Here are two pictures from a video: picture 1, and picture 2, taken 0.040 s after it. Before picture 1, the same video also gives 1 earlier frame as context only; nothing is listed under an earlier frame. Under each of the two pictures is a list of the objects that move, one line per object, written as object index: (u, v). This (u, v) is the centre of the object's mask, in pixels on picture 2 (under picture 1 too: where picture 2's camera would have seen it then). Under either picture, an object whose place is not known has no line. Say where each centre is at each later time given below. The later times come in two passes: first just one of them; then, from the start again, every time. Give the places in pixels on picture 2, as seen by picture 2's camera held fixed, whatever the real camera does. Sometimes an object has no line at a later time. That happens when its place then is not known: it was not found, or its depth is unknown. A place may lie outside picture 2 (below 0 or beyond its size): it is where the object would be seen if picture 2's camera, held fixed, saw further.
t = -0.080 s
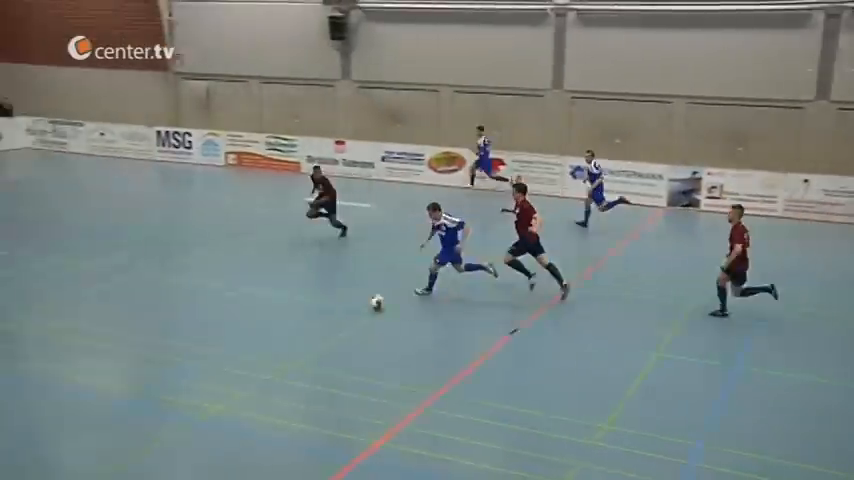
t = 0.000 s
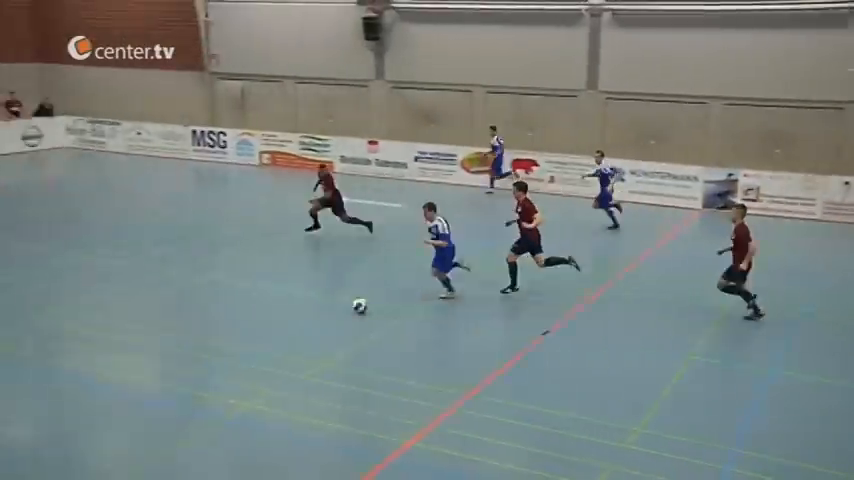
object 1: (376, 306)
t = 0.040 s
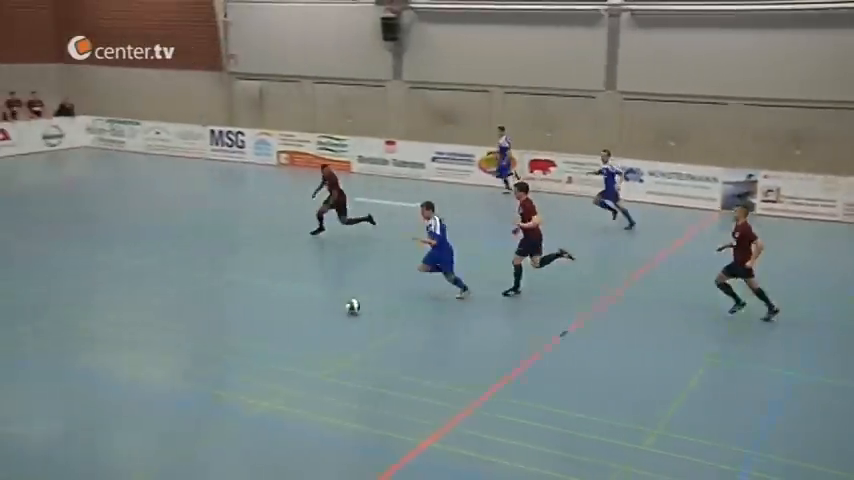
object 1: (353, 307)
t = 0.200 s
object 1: (263, 311)
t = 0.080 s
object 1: (329, 308)
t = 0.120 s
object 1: (306, 309)
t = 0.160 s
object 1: (283, 310)
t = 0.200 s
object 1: (263, 311)
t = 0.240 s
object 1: (241, 311)
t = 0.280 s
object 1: (220, 313)
